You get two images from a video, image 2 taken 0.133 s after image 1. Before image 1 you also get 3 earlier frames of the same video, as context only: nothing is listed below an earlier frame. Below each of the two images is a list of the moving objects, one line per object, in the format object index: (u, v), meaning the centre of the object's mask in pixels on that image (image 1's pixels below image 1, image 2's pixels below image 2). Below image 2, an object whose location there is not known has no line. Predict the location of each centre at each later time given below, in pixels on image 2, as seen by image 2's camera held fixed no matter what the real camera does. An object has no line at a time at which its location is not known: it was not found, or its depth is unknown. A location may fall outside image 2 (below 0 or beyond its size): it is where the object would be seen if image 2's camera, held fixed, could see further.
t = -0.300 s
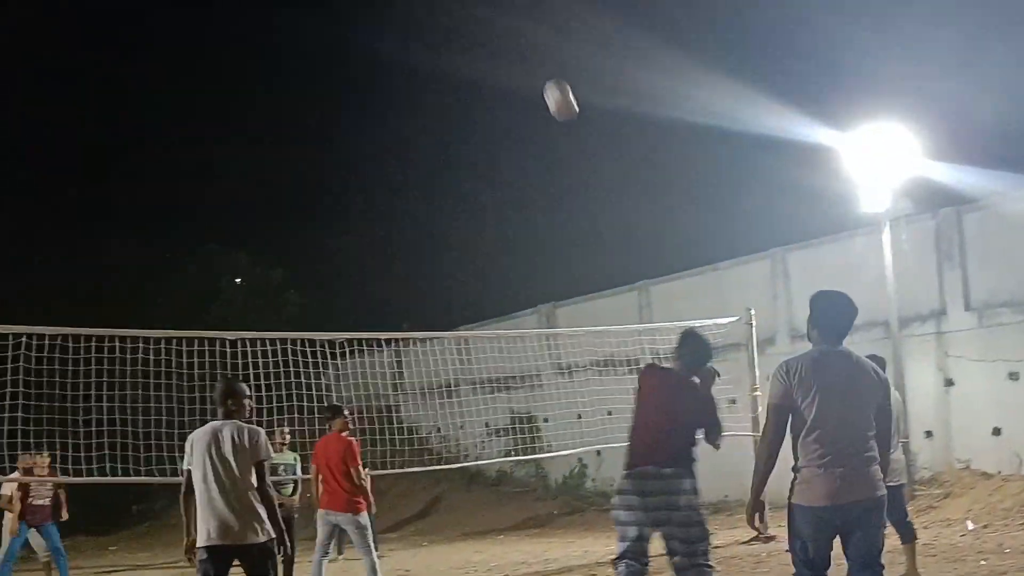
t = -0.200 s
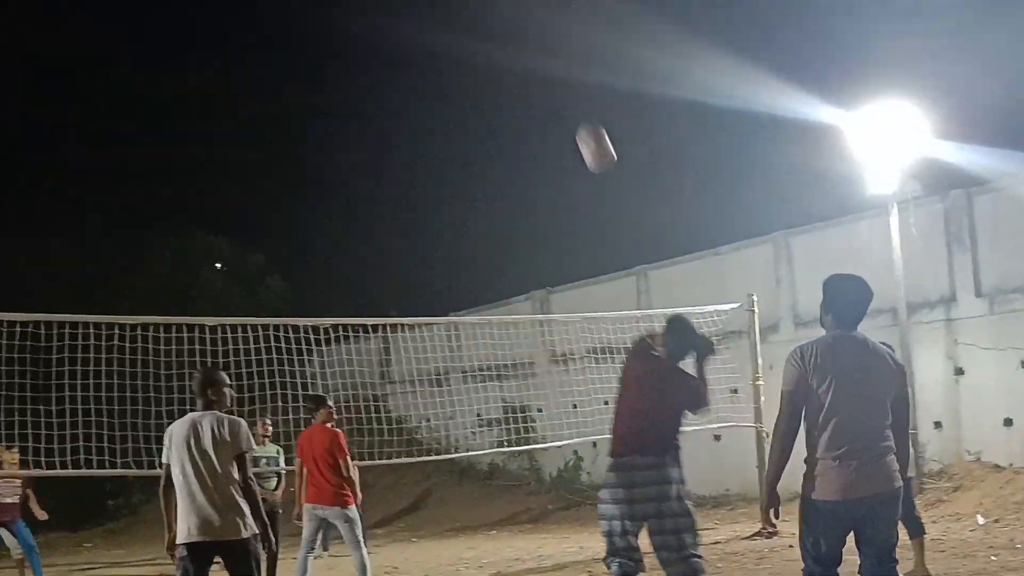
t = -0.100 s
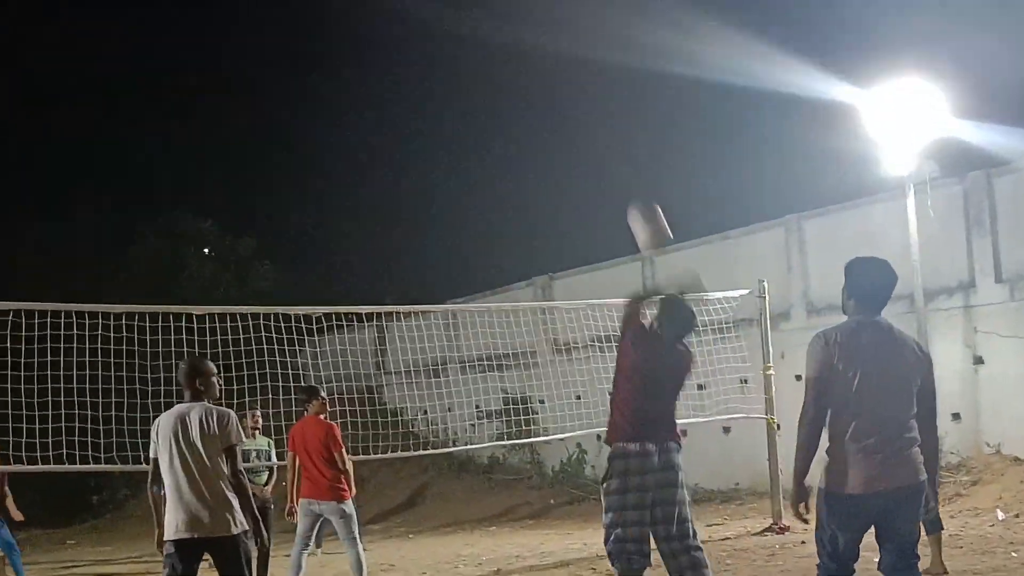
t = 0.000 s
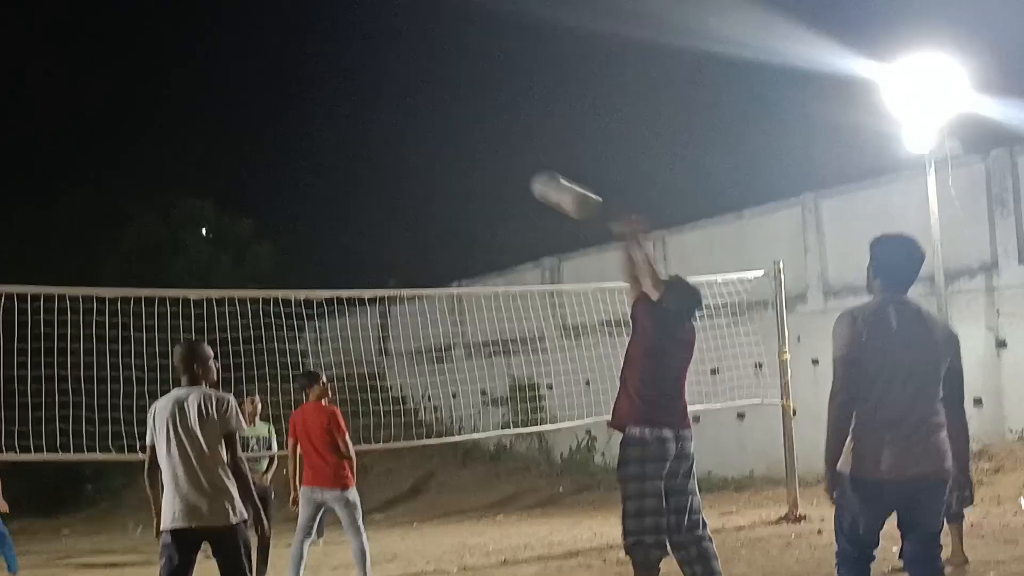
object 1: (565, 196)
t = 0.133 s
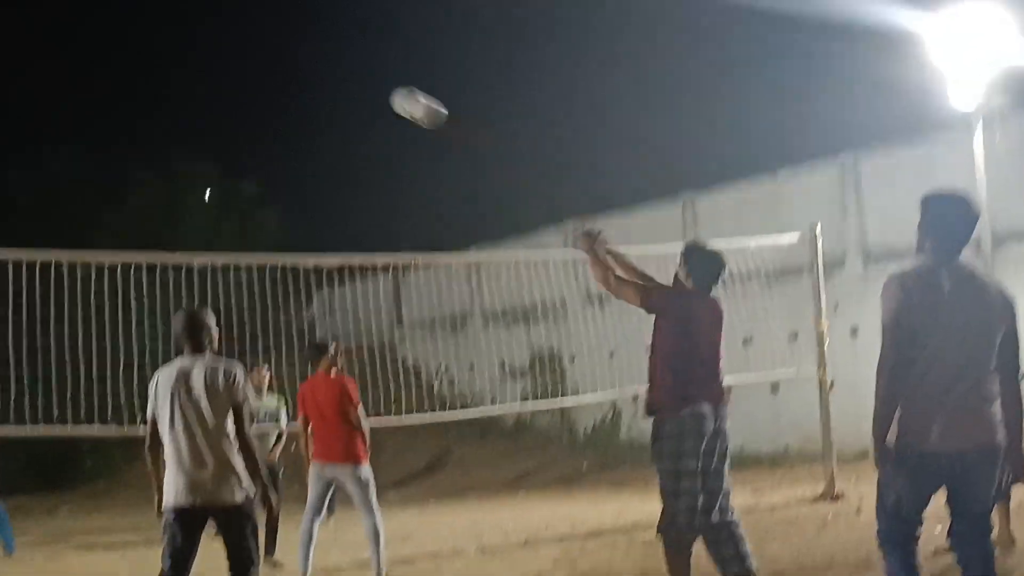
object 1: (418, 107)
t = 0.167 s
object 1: (383, 102)
